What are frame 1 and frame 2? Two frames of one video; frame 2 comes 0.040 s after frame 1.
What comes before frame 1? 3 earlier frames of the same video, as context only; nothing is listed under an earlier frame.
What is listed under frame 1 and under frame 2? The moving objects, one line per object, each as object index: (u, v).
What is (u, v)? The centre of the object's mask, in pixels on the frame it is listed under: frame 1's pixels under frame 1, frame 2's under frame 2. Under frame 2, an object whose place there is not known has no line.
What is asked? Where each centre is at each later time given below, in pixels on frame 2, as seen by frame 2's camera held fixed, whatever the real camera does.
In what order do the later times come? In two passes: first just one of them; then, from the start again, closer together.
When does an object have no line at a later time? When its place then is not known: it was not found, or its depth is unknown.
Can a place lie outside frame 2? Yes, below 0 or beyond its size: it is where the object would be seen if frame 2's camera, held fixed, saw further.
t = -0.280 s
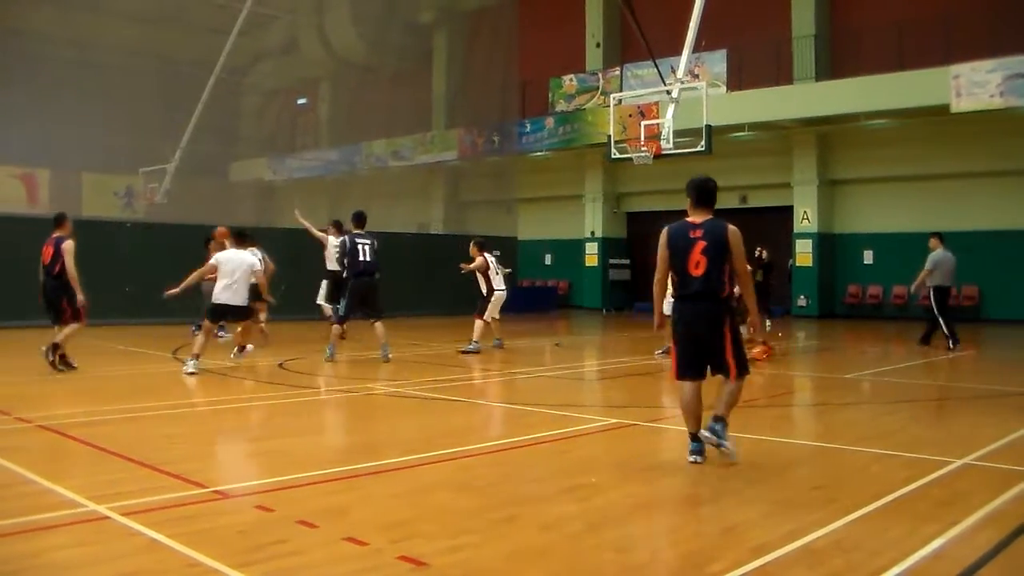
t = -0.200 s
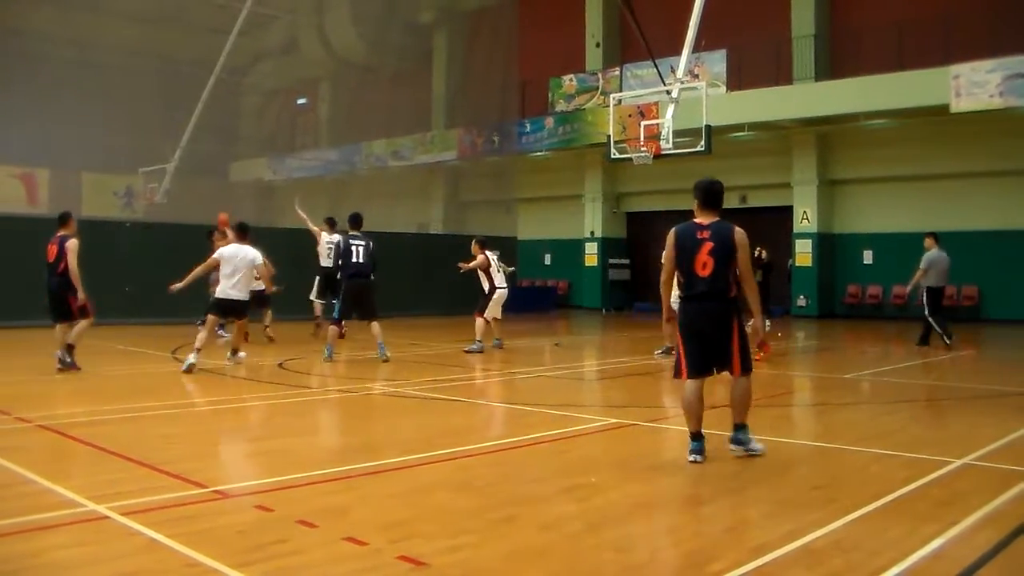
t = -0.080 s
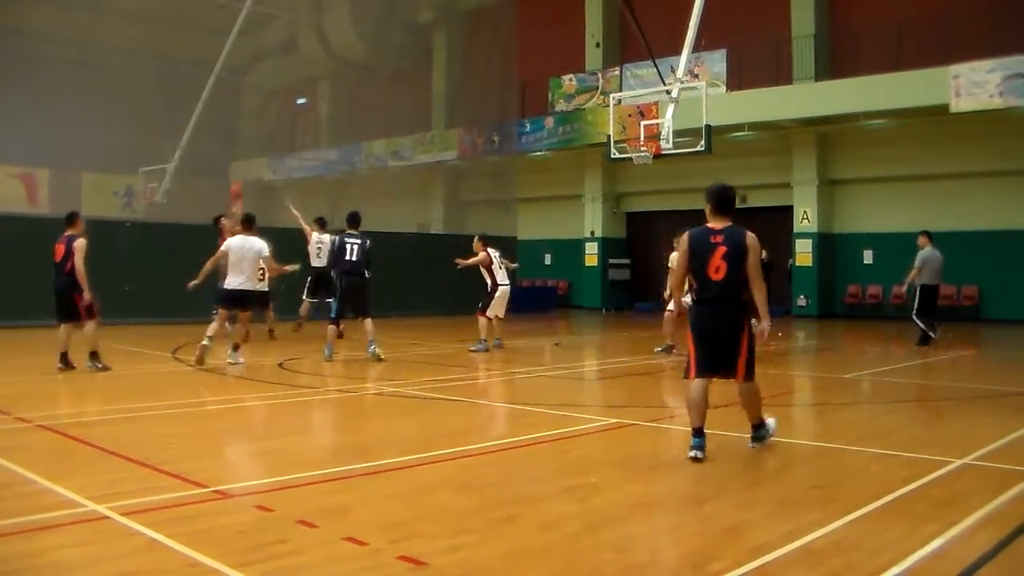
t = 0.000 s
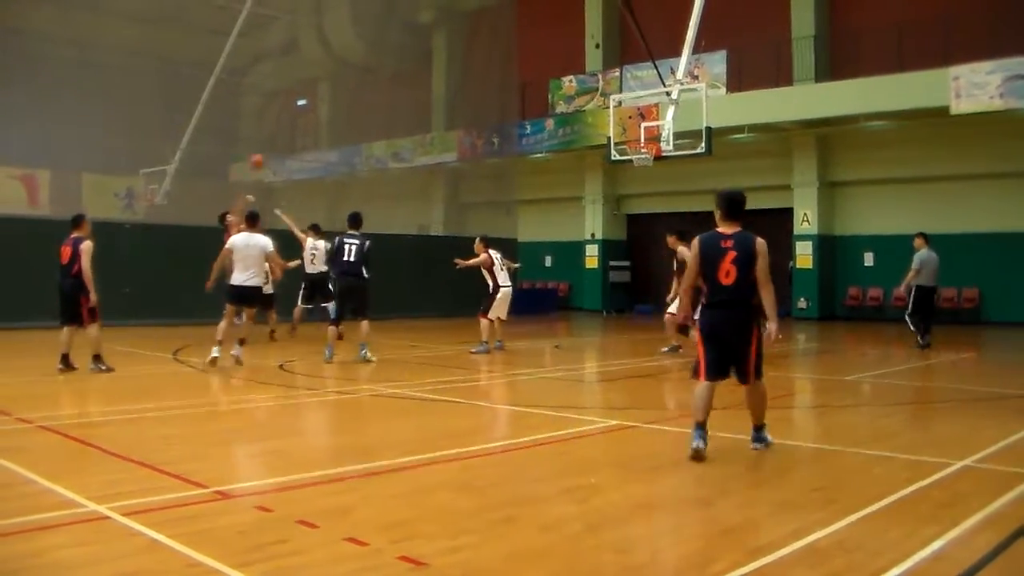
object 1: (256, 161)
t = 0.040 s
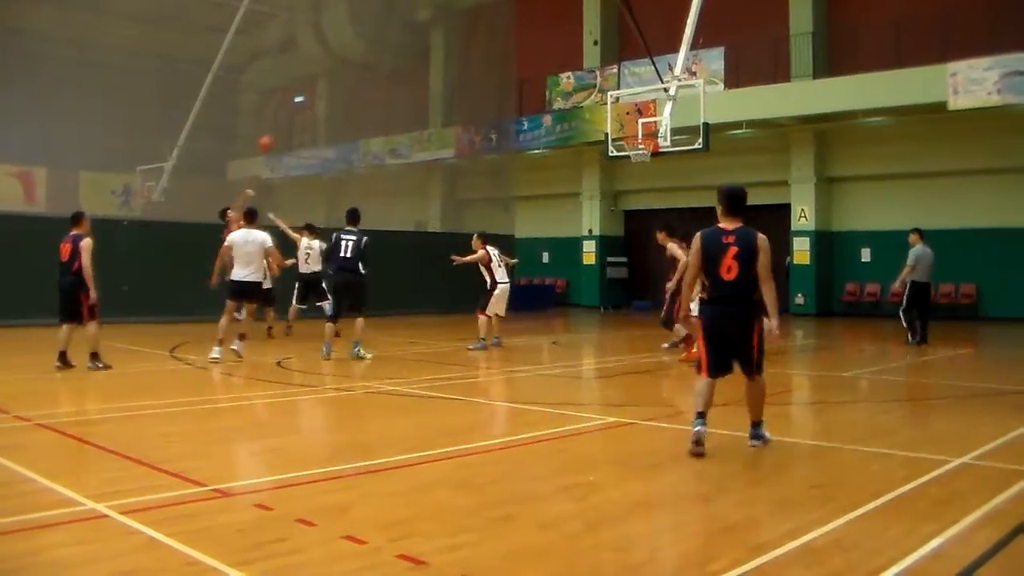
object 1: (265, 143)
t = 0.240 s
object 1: (325, 84)
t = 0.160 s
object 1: (300, 104)
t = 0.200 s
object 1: (312, 93)
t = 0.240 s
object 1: (325, 84)
